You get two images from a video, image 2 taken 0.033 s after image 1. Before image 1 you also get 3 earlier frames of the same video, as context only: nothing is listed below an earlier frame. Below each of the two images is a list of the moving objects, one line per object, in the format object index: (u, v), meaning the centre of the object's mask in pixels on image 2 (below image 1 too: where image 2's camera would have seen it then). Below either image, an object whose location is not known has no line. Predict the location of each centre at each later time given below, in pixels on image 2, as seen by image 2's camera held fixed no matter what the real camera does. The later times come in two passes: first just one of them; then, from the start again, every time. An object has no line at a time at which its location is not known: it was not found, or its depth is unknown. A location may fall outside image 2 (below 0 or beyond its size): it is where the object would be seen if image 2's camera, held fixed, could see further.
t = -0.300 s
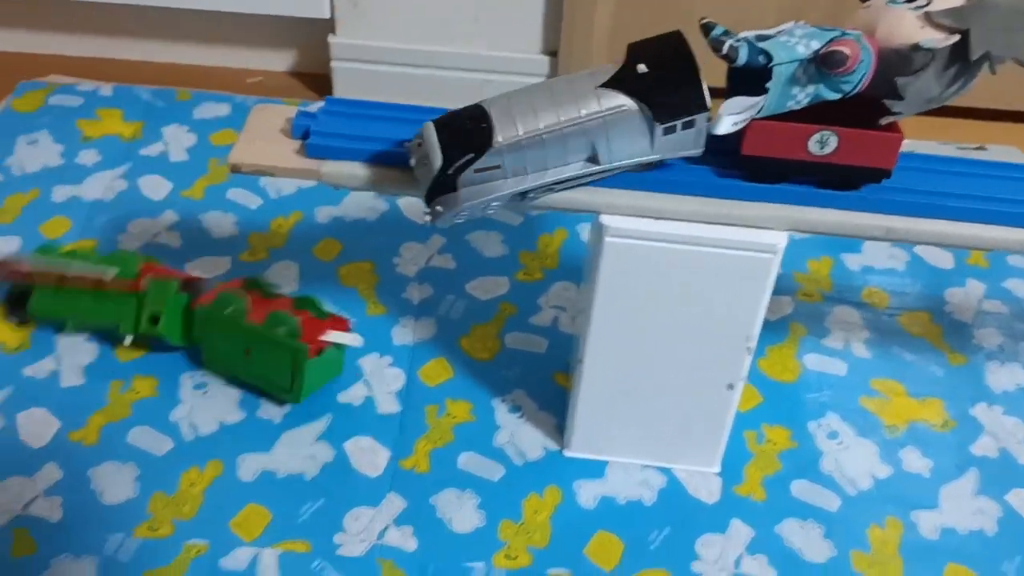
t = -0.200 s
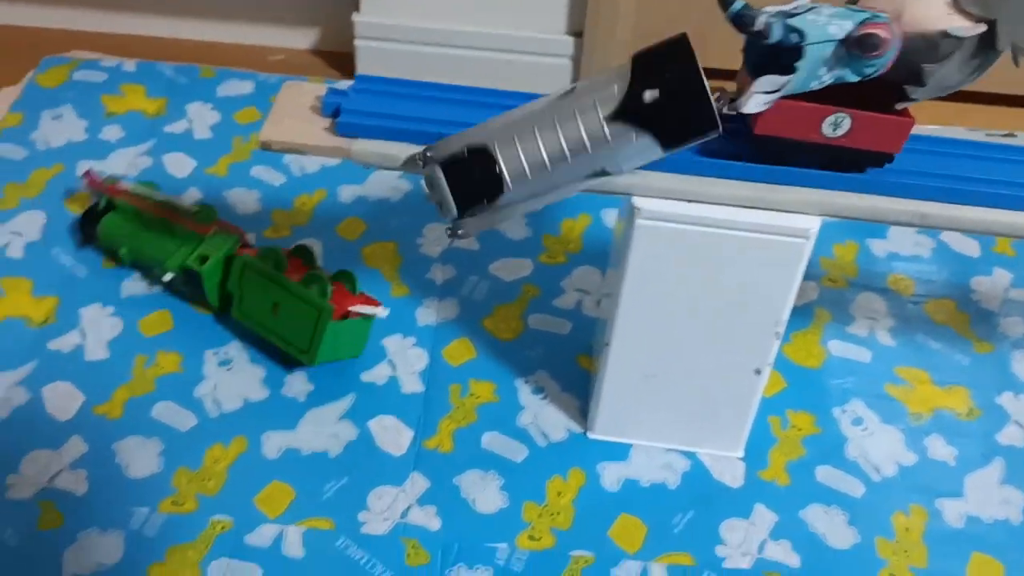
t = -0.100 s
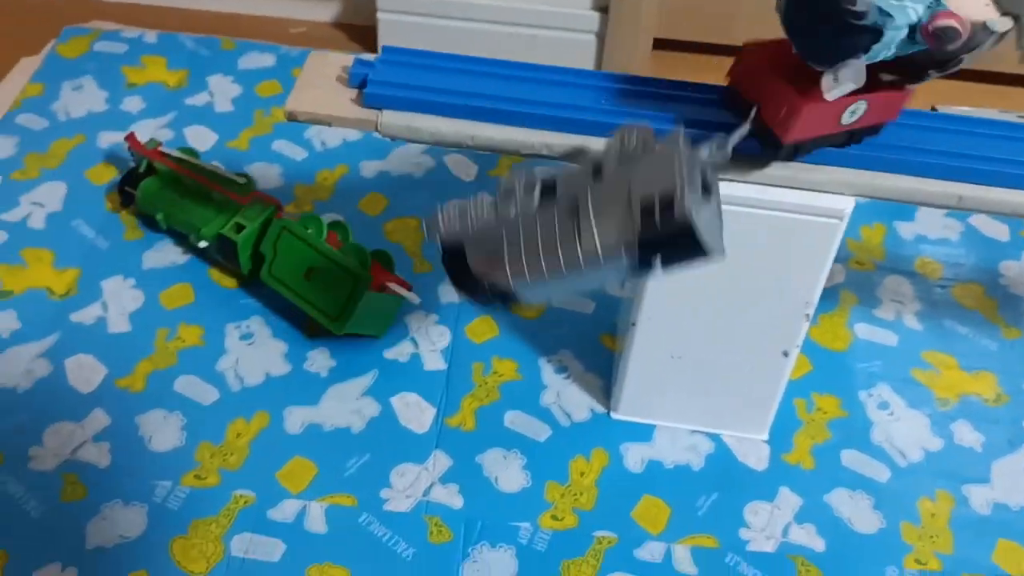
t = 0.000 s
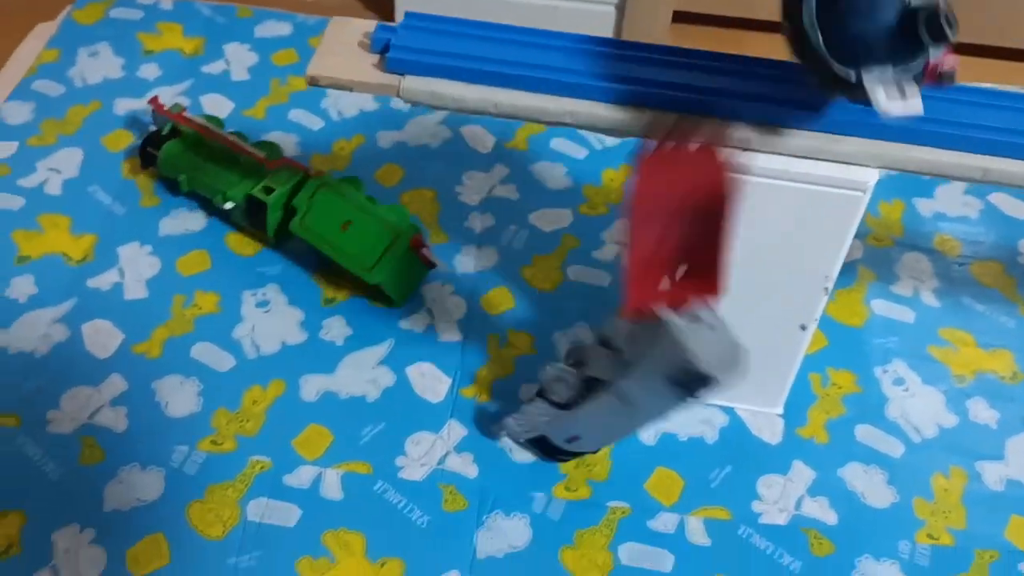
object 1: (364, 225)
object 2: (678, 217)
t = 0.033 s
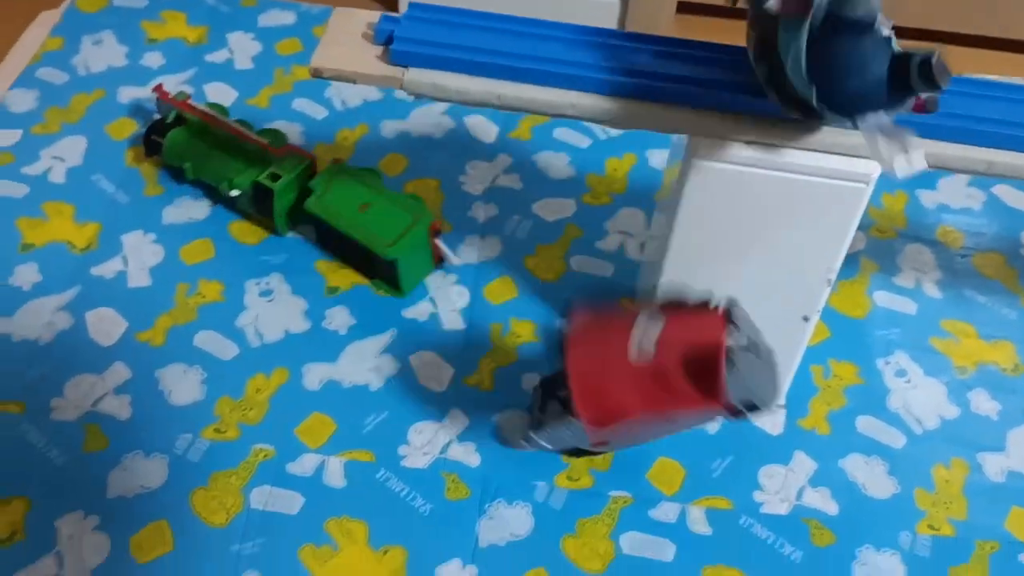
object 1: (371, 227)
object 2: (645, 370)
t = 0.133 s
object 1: (382, 227)
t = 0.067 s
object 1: (379, 227)
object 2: (732, 469)
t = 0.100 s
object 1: (382, 227)
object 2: (821, 557)
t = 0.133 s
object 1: (382, 227)
